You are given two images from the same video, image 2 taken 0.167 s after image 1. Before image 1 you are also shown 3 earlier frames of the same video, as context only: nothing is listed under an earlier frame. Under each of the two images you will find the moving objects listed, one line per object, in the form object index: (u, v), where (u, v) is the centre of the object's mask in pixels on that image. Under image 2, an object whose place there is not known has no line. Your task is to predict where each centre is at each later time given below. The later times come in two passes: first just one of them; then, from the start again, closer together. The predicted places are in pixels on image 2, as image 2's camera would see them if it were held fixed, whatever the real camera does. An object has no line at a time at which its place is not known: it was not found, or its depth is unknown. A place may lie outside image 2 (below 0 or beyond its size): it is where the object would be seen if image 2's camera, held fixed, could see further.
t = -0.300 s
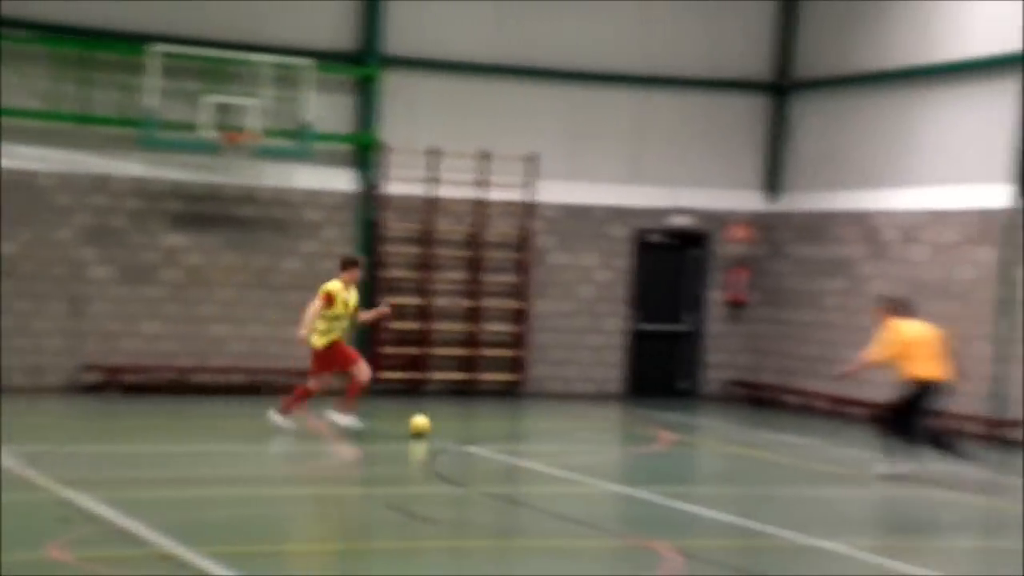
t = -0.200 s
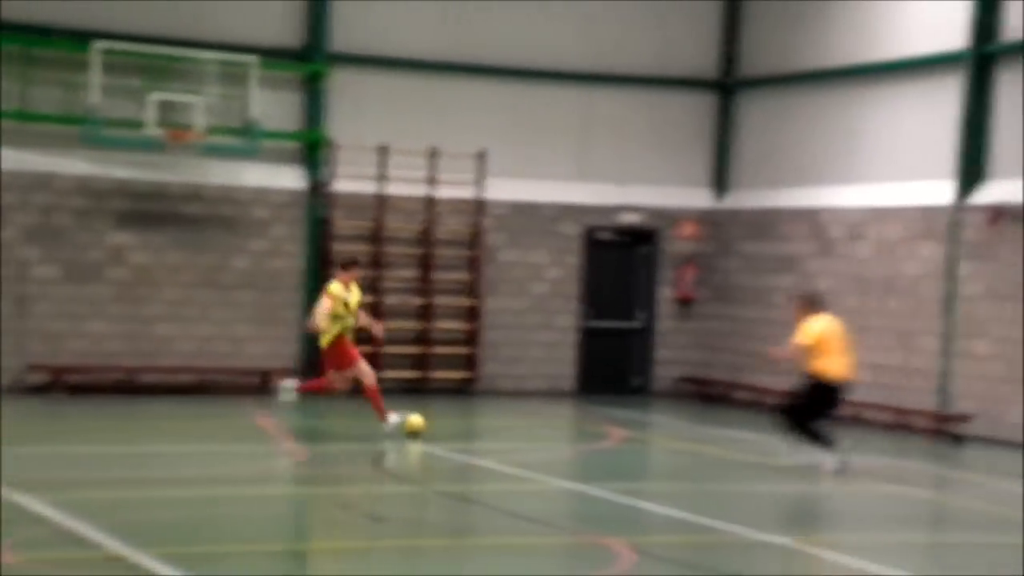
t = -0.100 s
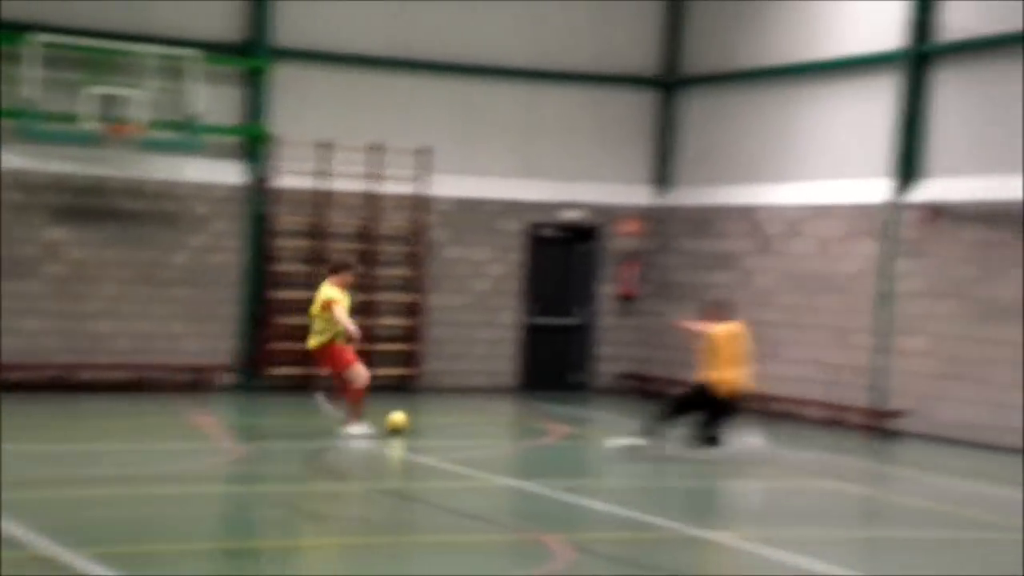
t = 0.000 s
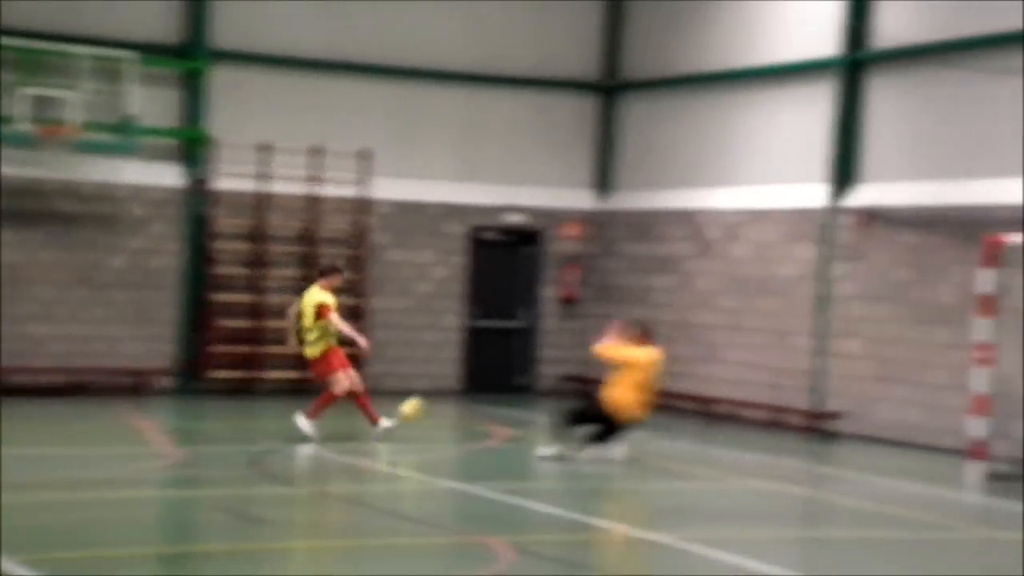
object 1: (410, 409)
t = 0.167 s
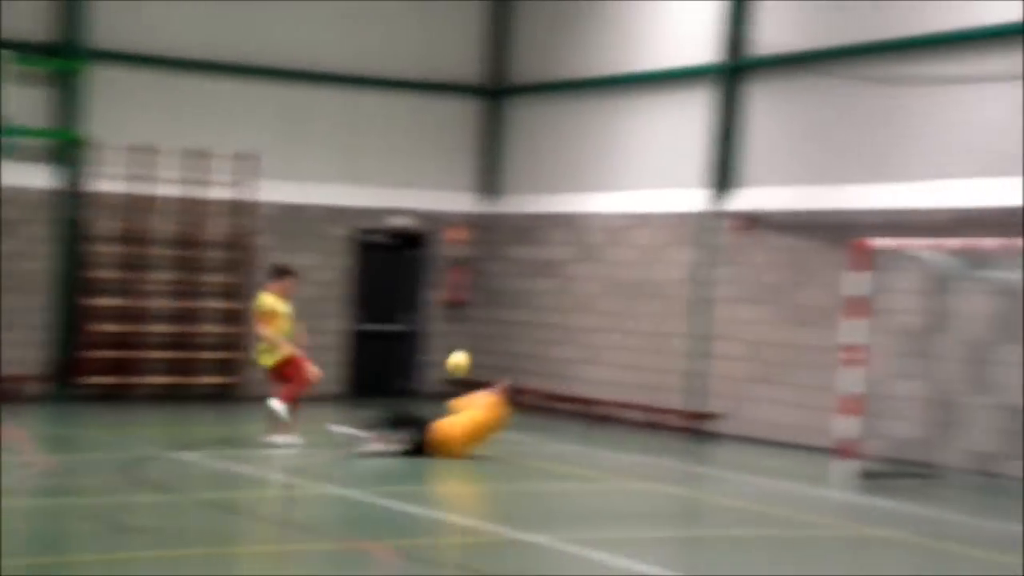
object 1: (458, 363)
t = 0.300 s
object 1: (600, 337)
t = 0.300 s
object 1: (600, 337)
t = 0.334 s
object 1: (636, 333)
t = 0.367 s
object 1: (673, 331)
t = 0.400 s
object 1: (711, 329)
